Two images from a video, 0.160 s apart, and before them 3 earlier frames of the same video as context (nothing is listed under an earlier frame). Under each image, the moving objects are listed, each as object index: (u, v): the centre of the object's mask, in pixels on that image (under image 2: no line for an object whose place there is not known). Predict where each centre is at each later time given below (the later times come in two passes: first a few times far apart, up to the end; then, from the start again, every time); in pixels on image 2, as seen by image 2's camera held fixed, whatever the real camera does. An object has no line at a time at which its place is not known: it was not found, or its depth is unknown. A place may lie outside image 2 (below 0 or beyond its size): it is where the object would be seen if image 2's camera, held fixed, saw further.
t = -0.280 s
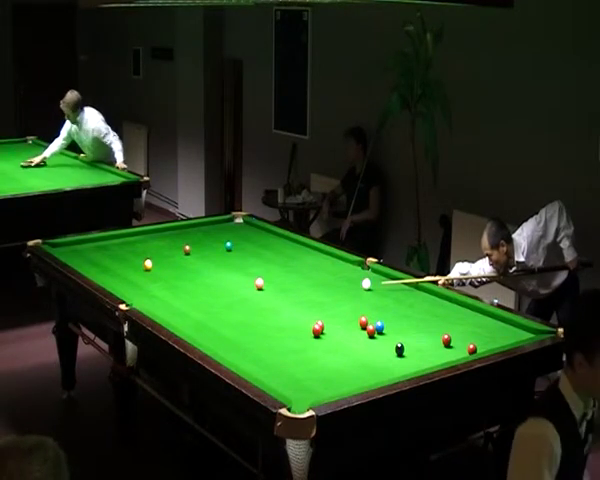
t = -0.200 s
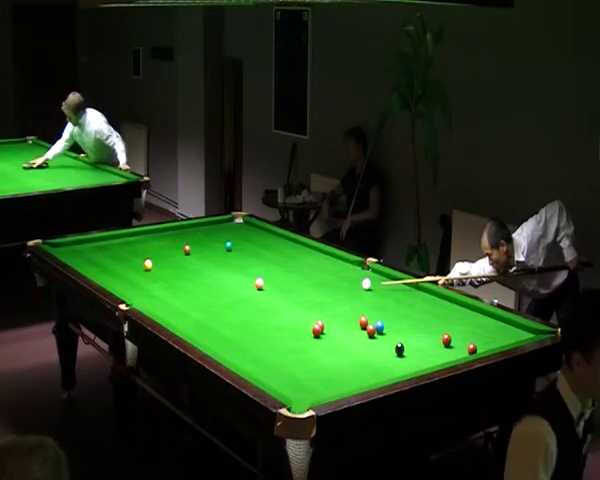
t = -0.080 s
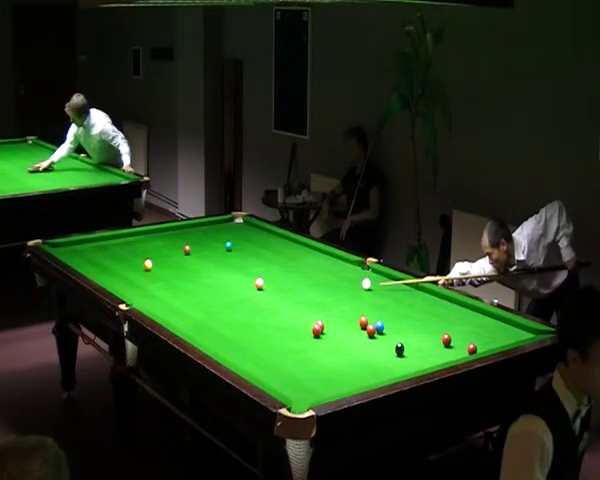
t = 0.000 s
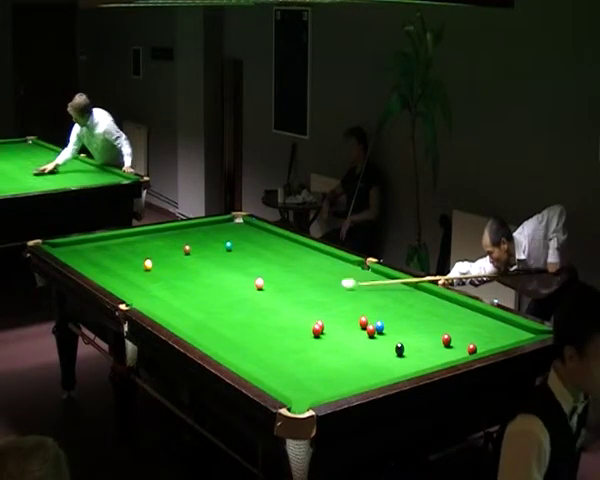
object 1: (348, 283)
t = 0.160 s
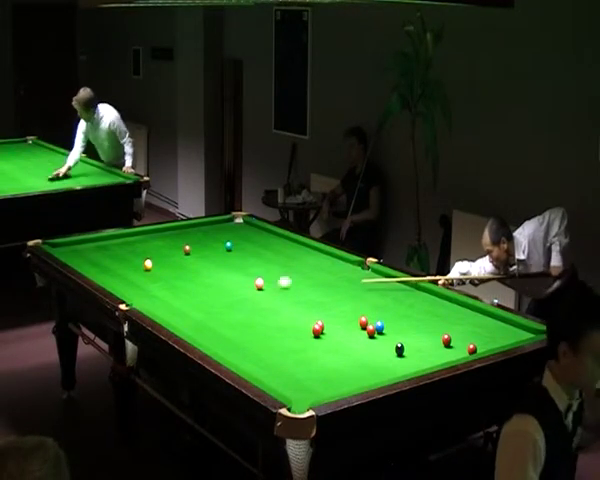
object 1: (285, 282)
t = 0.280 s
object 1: (258, 279)
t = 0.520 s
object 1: (231, 270)
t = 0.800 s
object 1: (201, 261)
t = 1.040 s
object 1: (177, 253)
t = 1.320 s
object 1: (152, 246)
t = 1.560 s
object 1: (132, 240)
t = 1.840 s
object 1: (117, 235)
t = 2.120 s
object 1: (126, 240)
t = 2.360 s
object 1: (133, 244)
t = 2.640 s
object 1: (141, 248)
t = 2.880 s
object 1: (148, 251)
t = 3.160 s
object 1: (156, 255)
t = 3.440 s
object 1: (164, 259)
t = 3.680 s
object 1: (170, 262)
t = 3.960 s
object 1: (177, 266)
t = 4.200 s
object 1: (183, 268)
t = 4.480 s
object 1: (189, 272)
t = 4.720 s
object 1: (194, 274)
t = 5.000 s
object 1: (200, 277)
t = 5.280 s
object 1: (205, 279)
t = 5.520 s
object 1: (209, 281)
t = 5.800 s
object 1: (213, 283)
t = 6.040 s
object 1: (216, 285)
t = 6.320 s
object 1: (219, 286)
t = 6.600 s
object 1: (222, 288)
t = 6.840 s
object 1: (224, 288)
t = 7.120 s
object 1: (225, 289)
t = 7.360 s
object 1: (226, 290)
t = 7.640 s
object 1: (227, 290)
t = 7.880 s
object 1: (227, 290)
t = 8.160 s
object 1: (227, 290)
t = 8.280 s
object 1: (227, 290)
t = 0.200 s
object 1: (270, 282)
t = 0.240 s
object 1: (262, 280)
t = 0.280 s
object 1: (258, 279)
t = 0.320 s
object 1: (254, 277)
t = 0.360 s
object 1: (249, 276)
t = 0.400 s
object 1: (245, 274)
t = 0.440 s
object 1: (240, 273)
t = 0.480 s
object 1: (235, 272)
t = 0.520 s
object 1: (231, 270)
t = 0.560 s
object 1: (226, 269)
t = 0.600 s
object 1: (222, 267)
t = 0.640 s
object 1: (218, 266)
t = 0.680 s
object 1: (213, 265)
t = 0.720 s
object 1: (209, 263)
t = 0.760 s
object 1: (205, 262)
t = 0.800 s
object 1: (201, 261)
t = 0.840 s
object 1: (197, 260)
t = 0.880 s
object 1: (193, 258)
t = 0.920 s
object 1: (189, 257)
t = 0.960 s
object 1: (185, 256)
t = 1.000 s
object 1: (181, 255)
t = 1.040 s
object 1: (177, 253)
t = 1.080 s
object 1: (173, 253)
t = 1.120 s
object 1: (170, 251)
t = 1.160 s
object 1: (166, 250)
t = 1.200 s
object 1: (163, 249)
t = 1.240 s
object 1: (159, 248)
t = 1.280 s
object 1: (155, 247)
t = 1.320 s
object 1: (152, 246)
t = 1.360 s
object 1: (149, 245)
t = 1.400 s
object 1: (145, 244)
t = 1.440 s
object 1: (142, 243)
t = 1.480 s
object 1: (139, 242)
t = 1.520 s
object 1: (135, 241)
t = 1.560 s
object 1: (132, 240)
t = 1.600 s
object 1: (129, 239)
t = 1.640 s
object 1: (126, 238)
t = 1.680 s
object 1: (123, 237)
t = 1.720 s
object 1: (119, 236)
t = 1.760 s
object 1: (116, 235)
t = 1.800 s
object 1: (116, 235)
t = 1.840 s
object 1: (117, 235)
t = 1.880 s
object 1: (118, 236)
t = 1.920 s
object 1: (120, 237)
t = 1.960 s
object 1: (121, 238)
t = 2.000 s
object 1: (122, 238)
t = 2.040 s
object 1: (123, 239)
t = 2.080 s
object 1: (124, 239)
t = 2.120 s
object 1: (126, 240)
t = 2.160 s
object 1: (127, 241)
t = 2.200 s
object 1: (128, 241)
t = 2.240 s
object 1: (130, 242)
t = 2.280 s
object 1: (131, 243)
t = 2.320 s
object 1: (132, 243)
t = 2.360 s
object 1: (133, 244)
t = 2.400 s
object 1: (134, 244)
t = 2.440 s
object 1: (135, 245)
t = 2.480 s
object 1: (136, 246)
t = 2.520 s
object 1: (138, 246)
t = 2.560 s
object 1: (139, 247)
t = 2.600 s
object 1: (140, 247)
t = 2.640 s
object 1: (141, 248)
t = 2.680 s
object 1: (143, 248)
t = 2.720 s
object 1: (144, 249)
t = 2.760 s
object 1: (145, 250)
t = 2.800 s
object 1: (146, 250)
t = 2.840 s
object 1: (147, 251)
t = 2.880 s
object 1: (148, 251)
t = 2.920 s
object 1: (149, 252)
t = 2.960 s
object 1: (151, 252)
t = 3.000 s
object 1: (152, 253)
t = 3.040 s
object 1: (153, 253)
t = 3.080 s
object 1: (154, 254)
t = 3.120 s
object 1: (155, 255)
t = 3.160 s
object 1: (156, 255)
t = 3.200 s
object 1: (157, 256)
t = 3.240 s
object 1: (159, 256)
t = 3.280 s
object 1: (160, 257)
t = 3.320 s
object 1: (161, 257)
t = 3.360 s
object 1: (162, 258)
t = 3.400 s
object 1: (163, 258)
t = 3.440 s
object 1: (164, 259)
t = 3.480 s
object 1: (165, 259)
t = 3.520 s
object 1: (166, 260)
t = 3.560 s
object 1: (167, 260)
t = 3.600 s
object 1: (168, 261)
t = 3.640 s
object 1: (169, 261)
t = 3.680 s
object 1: (170, 262)
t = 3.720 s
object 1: (171, 263)
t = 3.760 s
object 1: (172, 263)
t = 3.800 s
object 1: (173, 263)
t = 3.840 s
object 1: (174, 264)
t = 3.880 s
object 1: (175, 265)
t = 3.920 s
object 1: (176, 265)
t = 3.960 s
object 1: (177, 266)
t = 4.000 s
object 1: (178, 266)
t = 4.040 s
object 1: (179, 267)
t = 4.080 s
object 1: (180, 267)
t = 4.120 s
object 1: (181, 268)
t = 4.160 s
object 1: (182, 268)
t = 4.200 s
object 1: (183, 268)
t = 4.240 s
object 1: (184, 269)
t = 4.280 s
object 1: (185, 269)
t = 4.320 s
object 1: (186, 270)
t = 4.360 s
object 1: (187, 270)
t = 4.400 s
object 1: (188, 271)
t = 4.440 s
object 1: (188, 271)
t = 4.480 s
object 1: (189, 272)
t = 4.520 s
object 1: (190, 272)
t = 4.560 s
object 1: (191, 272)
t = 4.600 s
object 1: (192, 273)
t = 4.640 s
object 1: (193, 273)
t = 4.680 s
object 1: (194, 274)
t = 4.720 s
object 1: (194, 274)
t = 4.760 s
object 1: (195, 274)
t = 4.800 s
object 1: (196, 275)
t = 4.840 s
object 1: (197, 275)
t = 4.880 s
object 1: (197, 276)
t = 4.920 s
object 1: (198, 276)
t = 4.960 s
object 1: (199, 276)
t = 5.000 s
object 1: (200, 277)
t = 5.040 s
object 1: (201, 277)
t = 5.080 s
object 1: (201, 277)
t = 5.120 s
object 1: (202, 278)
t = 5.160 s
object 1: (203, 278)
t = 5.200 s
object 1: (204, 278)
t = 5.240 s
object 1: (204, 279)
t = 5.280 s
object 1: (205, 279)
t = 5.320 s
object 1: (206, 279)
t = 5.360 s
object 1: (207, 279)
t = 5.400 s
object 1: (207, 280)
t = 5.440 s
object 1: (208, 280)
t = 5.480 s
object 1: (208, 280)
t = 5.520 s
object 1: (209, 281)
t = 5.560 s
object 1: (210, 281)
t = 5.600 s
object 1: (210, 282)
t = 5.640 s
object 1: (211, 282)
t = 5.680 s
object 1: (211, 282)
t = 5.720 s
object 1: (212, 282)
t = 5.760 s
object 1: (212, 283)
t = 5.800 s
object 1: (213, 283)
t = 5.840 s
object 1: (214, 283)
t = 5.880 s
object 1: (214, 284)
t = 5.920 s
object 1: (214, 284)
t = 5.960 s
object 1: (215, 284)
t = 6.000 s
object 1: (215, 285)
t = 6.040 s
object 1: (216, 285)
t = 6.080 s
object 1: (216, 285)
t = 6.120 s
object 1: (217, 285)
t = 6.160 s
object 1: (217, 285)
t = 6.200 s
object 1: (218, 285)
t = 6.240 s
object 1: (218, 286)
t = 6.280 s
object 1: (219, 286)
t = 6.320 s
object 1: (219, 286)
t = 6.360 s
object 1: (219, 286)
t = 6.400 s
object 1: (220, 287)
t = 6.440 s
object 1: (220, 287)
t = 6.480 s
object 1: (221, 287)
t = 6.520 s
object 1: (221, 287)
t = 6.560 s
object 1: (221, 287)
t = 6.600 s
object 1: (222, 288)
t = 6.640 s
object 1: (222, 288)
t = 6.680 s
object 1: (222, 288)
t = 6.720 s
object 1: (223, 288)
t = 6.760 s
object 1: (223, 288)
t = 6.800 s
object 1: (224, 288)
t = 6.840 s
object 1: (224, 288)
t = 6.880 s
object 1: (224, 288)
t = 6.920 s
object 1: (224, 289)
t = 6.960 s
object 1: (224, 289)
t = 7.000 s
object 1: (225, 289)
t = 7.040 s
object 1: (225, 289)
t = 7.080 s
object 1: (225, 289)
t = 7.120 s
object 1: (225, 289)
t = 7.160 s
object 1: (225, 289)
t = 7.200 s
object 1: (226, 289)
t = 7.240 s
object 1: (226, 289)
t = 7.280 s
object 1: (226, 289)
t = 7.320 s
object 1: (226, 290)
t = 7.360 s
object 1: (226, 290)
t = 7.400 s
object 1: (227, 290)
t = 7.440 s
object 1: (227, 290)
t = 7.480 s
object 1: (227, 290)
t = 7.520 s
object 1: (227, 290)
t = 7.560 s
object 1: (227, 290)
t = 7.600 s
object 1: (227, 290)
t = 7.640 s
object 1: (227, 290)
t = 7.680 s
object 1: (227, 290)
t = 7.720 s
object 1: (227, 290)
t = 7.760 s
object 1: (227, 290)
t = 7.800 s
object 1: (227, 290)
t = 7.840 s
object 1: (227, 290)
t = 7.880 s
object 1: (227, 290)
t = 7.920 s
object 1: (227, 290)
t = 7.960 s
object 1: (227, 290)
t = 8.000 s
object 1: (227, 290)
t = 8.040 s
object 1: (227, 290)
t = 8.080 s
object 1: (227, 290)
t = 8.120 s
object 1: (227, 290)
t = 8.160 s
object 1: (227, 290)
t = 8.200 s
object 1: (227, 290)
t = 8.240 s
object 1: (227, 290)
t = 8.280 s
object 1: (227, 290)
